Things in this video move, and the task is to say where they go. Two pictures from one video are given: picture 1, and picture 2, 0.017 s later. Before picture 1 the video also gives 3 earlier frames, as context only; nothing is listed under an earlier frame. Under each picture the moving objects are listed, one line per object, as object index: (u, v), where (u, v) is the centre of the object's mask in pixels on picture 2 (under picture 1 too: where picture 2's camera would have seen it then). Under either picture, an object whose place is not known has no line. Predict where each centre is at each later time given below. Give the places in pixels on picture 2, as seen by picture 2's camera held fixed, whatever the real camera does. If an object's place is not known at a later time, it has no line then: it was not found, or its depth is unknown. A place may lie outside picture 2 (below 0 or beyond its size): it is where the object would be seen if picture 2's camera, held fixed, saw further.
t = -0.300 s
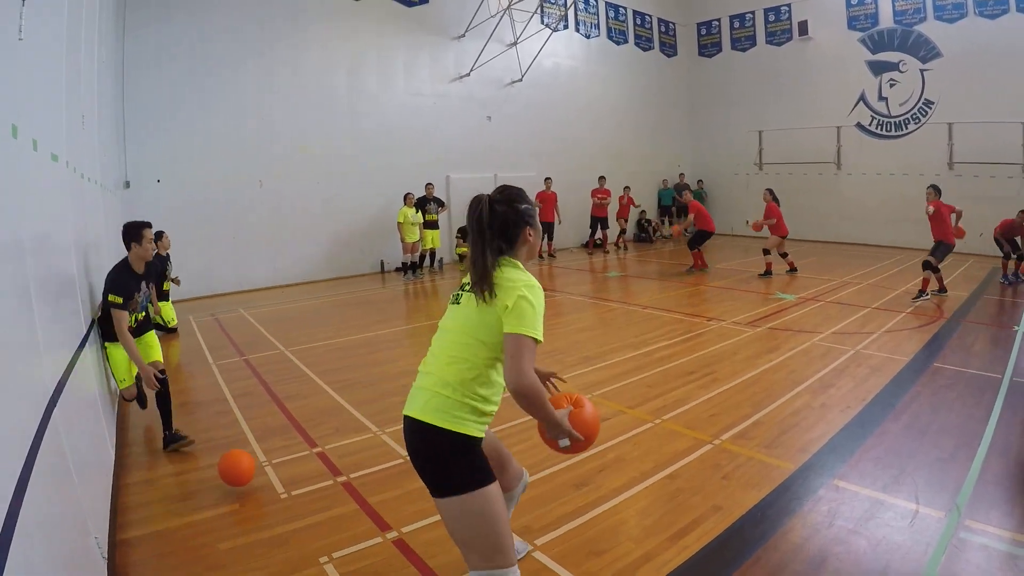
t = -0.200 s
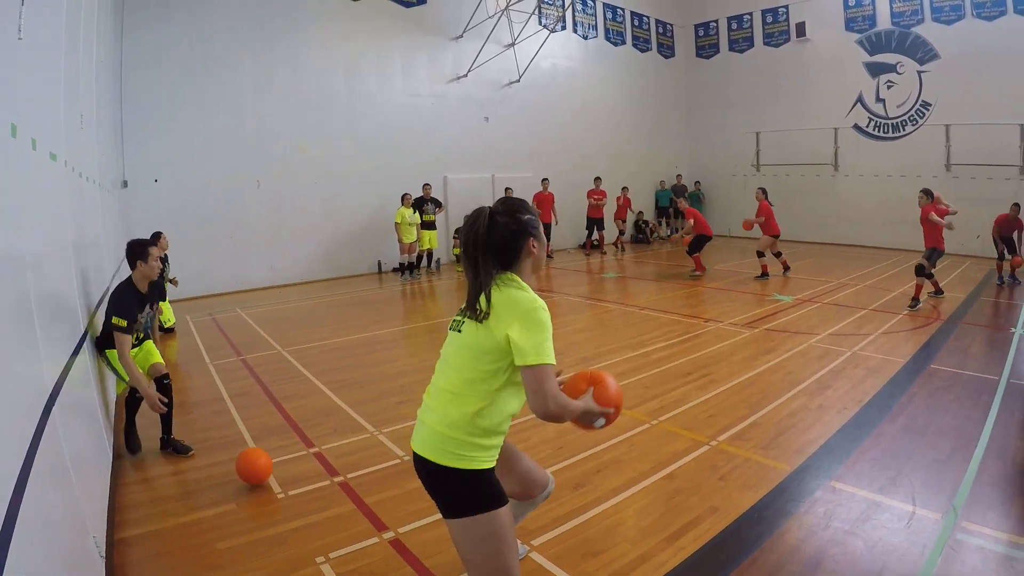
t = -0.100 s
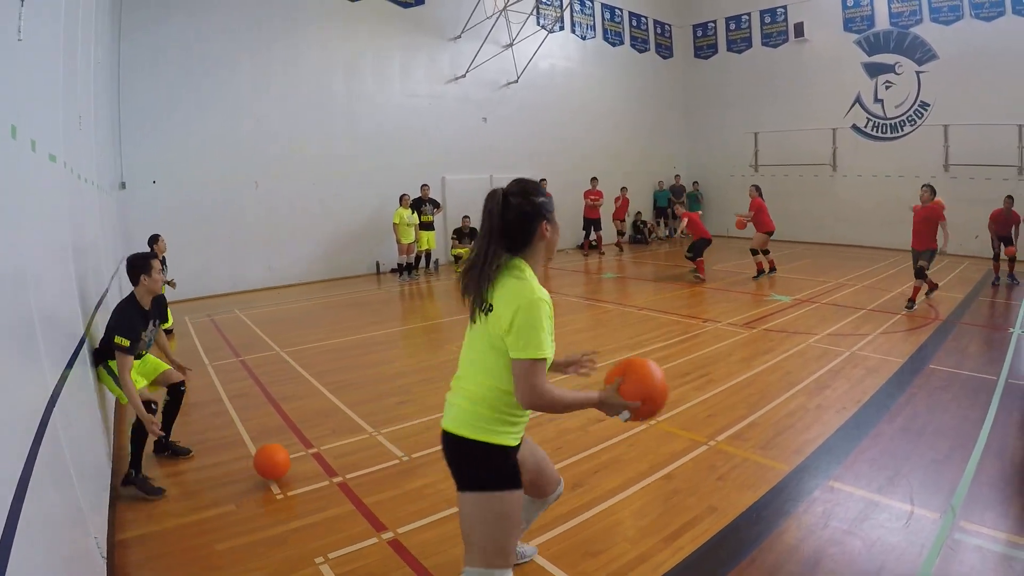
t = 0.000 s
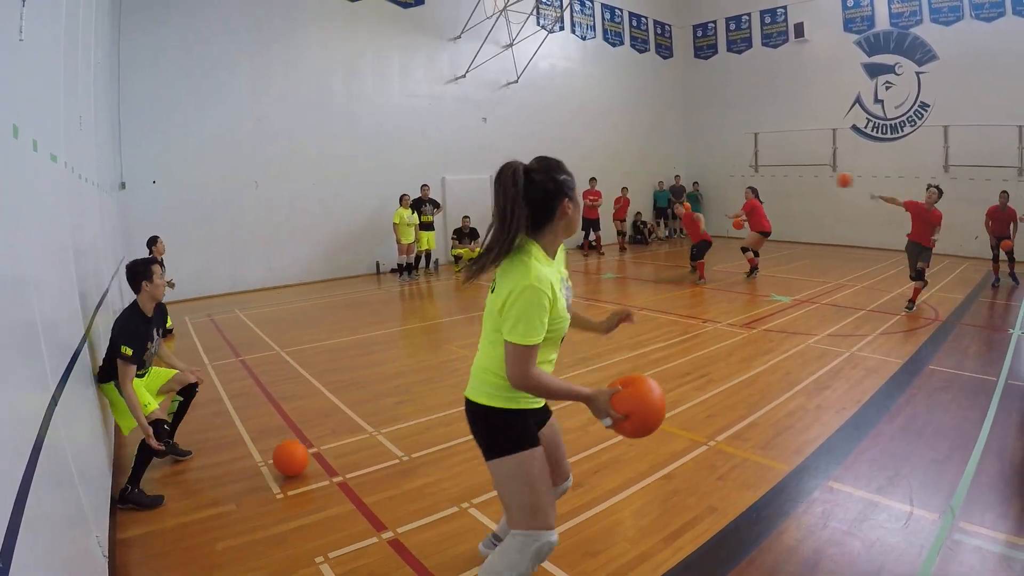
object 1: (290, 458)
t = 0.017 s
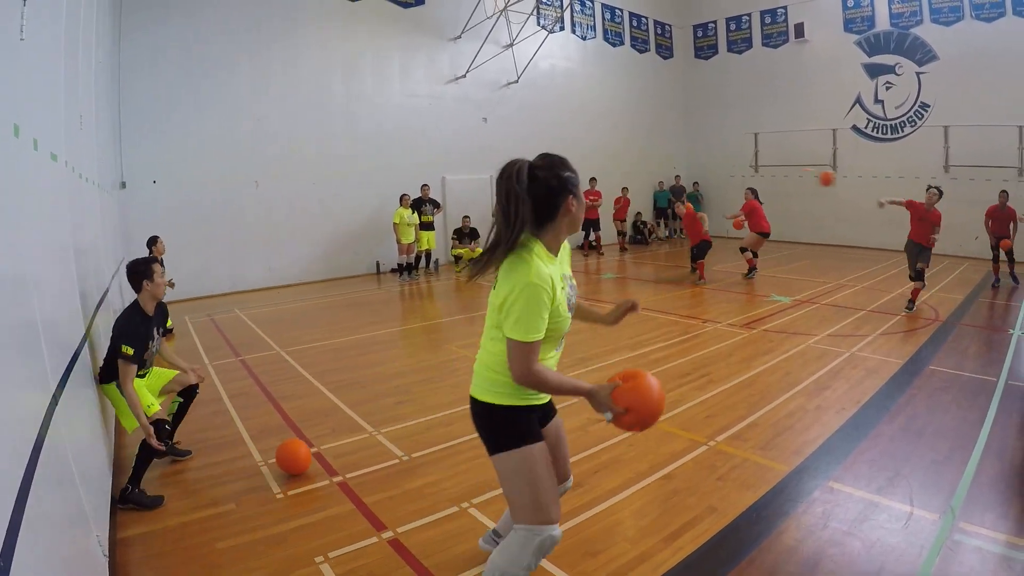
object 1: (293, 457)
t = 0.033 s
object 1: (296, 456)
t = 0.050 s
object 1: (299, 456)
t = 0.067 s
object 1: (303, 455)
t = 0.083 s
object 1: (305, 454)
